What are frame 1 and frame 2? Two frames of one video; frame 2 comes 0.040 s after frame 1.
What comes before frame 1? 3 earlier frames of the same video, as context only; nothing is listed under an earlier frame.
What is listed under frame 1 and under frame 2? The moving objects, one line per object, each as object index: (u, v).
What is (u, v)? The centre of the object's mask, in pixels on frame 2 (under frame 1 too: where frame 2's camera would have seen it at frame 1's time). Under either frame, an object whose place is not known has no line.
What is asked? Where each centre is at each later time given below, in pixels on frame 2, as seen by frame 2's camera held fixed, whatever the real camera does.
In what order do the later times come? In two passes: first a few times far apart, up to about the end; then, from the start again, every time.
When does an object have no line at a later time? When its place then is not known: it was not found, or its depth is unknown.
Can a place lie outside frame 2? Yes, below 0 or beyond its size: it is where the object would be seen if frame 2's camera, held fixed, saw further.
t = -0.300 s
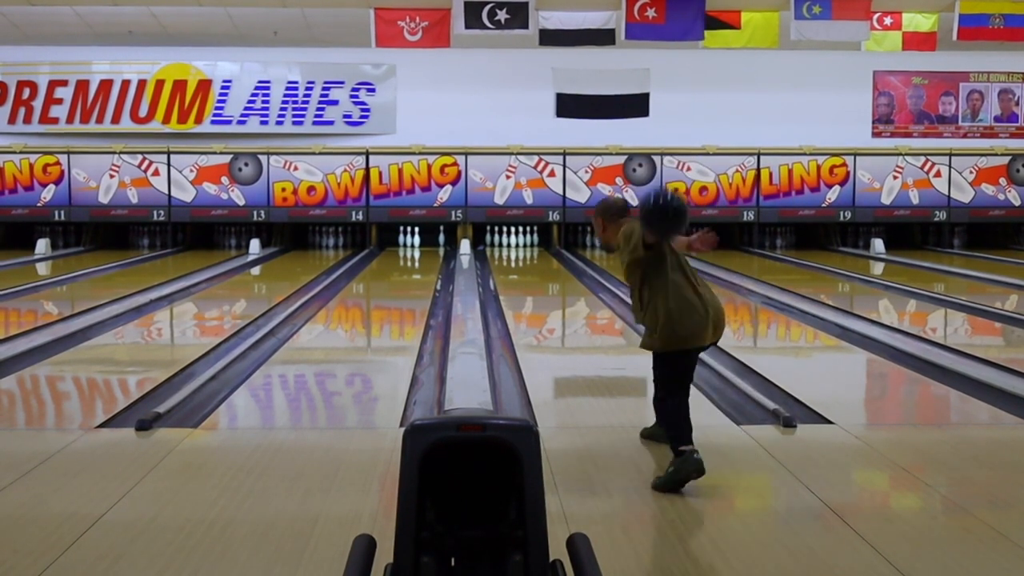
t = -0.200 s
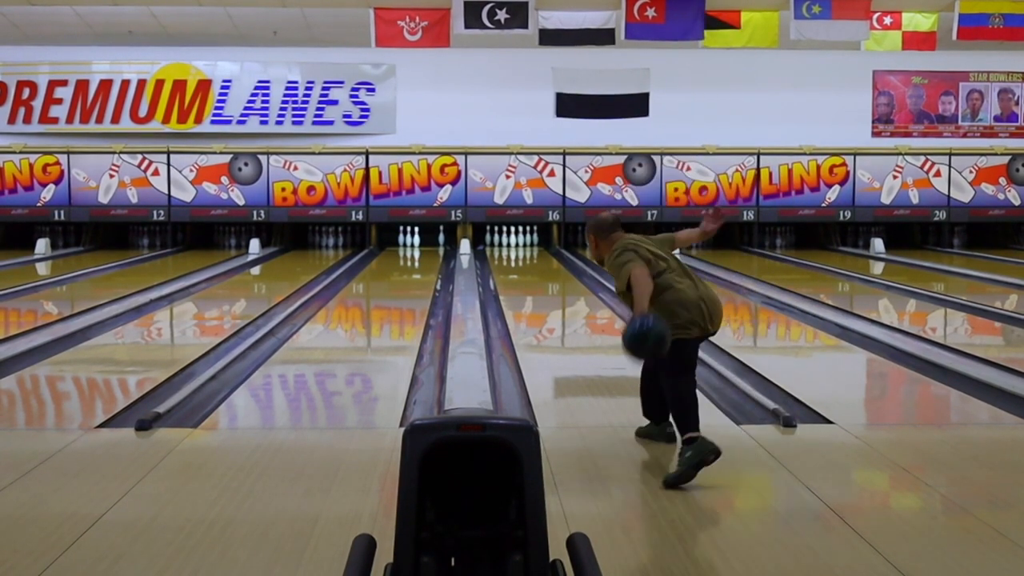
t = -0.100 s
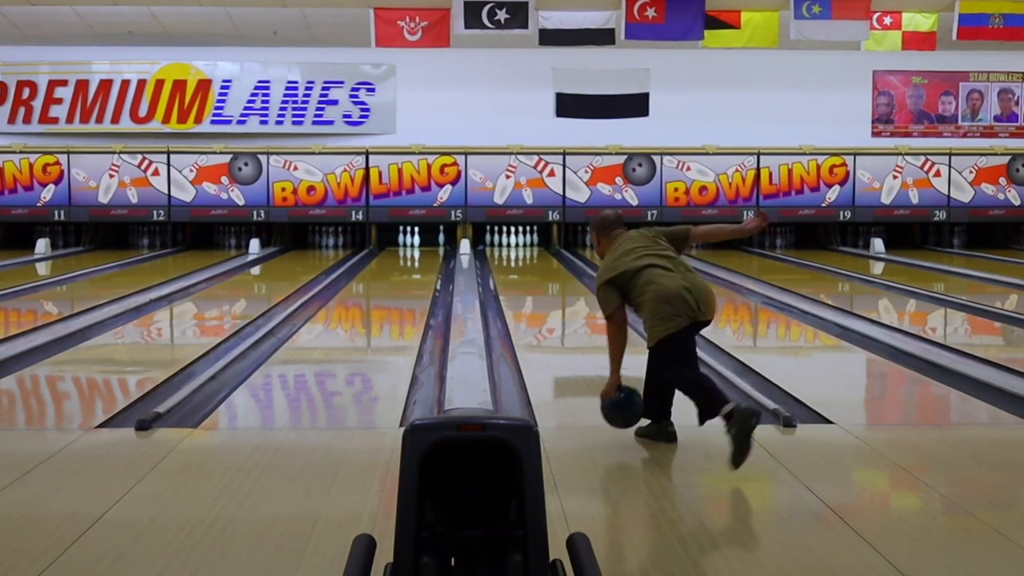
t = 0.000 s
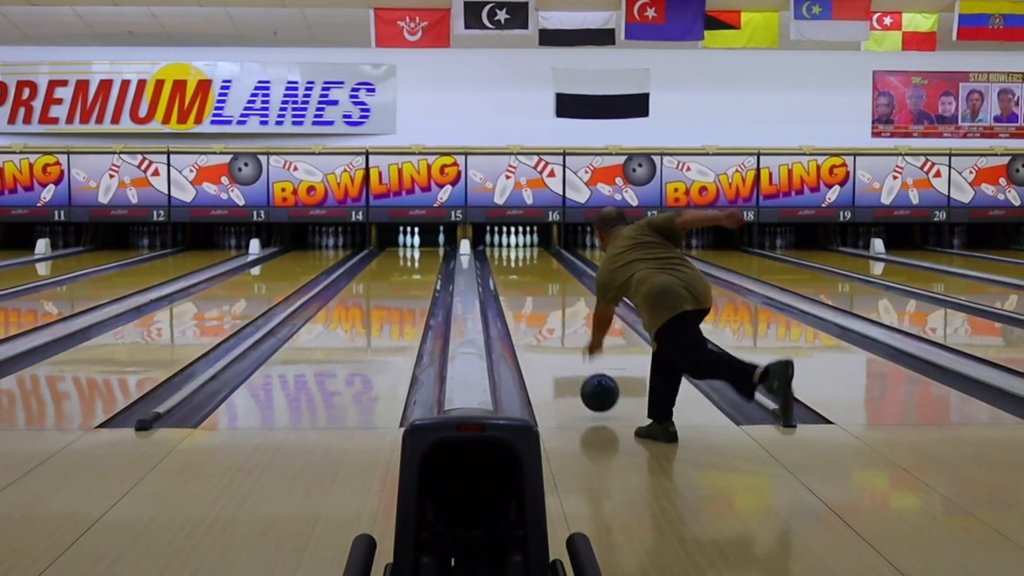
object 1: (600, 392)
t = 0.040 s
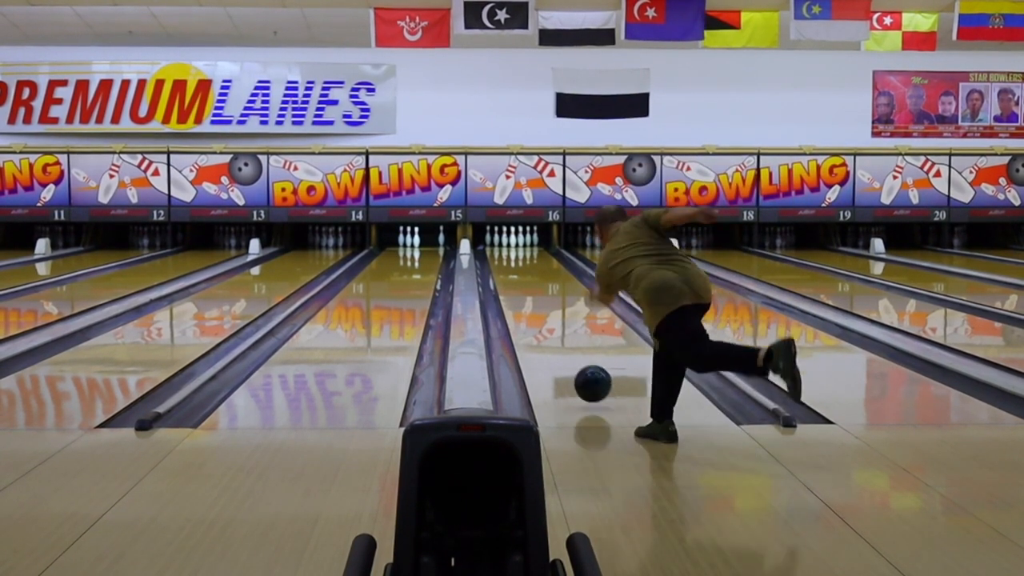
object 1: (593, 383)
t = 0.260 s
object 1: (563, 351)
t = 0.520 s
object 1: (540, 320)
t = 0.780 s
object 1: (525, 299)
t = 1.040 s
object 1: (514, 283)
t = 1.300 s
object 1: (507, 271)
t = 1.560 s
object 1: (502, 261)
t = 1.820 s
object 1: (500, 254)
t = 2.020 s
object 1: (501, 250)
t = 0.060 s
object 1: (589, 380)
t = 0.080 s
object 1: (586, 378)
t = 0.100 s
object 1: (583, 377)
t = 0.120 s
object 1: (580, 374)
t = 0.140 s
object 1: (578, 370)
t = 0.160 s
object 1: (575, 367)
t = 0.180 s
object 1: (572, 363)
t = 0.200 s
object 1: (570, 360)
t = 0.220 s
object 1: (567, 357)
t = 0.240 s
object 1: (565, 354)
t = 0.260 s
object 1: (563, 351)
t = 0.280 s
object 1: (561, 348)
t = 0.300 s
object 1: (558, 345)
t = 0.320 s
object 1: (556, 342)
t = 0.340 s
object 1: (555, 340)
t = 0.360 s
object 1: (553, 337)
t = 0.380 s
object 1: (551, 335)
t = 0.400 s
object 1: (549, 333)
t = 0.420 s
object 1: (548, 331)
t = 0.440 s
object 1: (546, 328)
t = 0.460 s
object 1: (544, 326)
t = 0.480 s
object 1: (543, 324)
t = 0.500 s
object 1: (541, 322)
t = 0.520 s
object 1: (540, 320)
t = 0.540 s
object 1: (539, 318)
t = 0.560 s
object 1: (537, 316)
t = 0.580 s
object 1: (536, 314)
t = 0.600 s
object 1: (535, 313)
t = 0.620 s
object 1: (533, 311)
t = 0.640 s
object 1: (532, 309)
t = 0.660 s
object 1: (531, 308)
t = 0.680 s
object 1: (530, 306)
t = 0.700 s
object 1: (529, 305)
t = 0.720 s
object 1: (528, 303)
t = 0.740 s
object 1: (527, 302)
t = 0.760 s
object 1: (526, 300)
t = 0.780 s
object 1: (525, 299)
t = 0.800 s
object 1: (524, 297)
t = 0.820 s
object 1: (523, 296)
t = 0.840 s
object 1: (522, 295)
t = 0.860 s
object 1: (521, 293)
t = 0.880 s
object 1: (520, 292)
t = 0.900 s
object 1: (520, 291)
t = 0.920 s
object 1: (519, 290)
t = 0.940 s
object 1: (518, 288)
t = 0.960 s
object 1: (517, 287)
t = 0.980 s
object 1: (516, 286)
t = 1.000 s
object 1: (516, 285)
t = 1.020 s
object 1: (515, 284)
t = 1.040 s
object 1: (514, 283)
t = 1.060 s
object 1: (514, 282)
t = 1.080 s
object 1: (513, 281)
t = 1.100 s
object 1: (512, 280)
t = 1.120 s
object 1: (512, 279)
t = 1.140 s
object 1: (511, 278)
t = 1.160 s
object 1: (511, 277)
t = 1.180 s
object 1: (510, 276)
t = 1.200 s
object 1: (509, 275)
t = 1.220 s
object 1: (509, 275)
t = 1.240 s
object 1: (508, 274)
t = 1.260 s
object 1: (508, 273)
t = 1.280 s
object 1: (508, 272)
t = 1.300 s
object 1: (507, 271)
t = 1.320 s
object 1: (506, 270)
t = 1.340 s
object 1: (506, 269)
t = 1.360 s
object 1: (506, 269)
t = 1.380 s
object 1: (506, 268)
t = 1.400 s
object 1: (505, 267)
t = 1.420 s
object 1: (504, 266)
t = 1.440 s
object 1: (504, 265)
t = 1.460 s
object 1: (503, 264)
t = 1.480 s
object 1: (503, 264)
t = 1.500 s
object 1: (503, 263)
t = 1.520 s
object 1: (503, 263)
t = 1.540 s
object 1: (502, 262)
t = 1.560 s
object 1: (502, 261)
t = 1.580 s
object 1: (501, 261)
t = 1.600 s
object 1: (502, 260)
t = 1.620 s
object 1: (502, 259)
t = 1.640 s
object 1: (502, 259)
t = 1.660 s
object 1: (501, 258)
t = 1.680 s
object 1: (501, 257)
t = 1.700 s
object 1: (501, 257)
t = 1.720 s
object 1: (501, 257)
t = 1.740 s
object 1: (501, 256)
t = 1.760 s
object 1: (500, 256)
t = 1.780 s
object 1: (500, 255)
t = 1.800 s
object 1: (500, 255)
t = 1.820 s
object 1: (500, 254)
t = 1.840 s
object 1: (500, 253)
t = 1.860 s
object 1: (500, 253)
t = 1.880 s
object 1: (500, 252)
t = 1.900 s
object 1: (500, 252)
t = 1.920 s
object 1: (501, 252)
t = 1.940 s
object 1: (500, 251)
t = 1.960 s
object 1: (501, 251)
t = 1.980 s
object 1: (501, 250)
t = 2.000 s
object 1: (501, 250)
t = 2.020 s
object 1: (501, 250)
